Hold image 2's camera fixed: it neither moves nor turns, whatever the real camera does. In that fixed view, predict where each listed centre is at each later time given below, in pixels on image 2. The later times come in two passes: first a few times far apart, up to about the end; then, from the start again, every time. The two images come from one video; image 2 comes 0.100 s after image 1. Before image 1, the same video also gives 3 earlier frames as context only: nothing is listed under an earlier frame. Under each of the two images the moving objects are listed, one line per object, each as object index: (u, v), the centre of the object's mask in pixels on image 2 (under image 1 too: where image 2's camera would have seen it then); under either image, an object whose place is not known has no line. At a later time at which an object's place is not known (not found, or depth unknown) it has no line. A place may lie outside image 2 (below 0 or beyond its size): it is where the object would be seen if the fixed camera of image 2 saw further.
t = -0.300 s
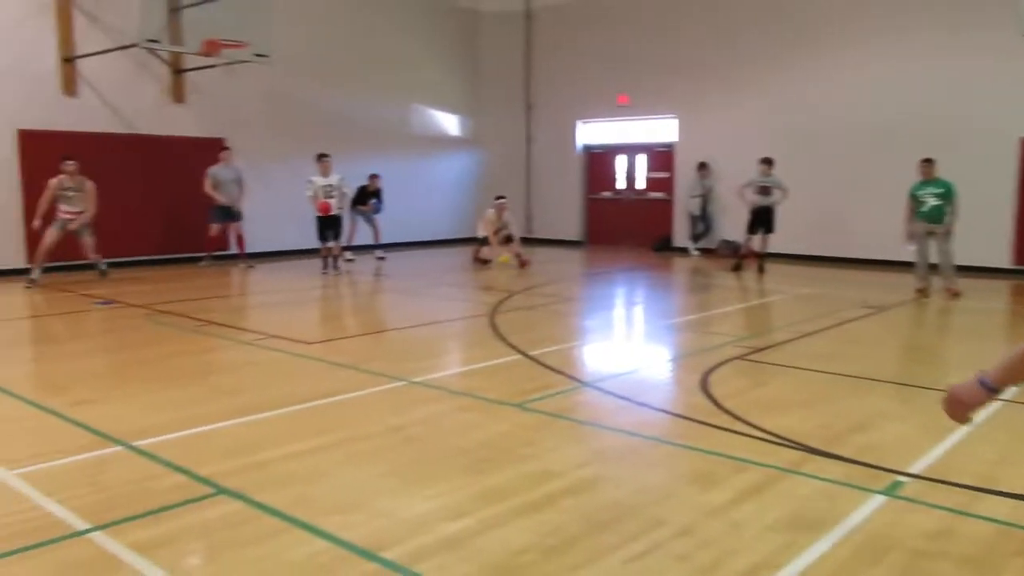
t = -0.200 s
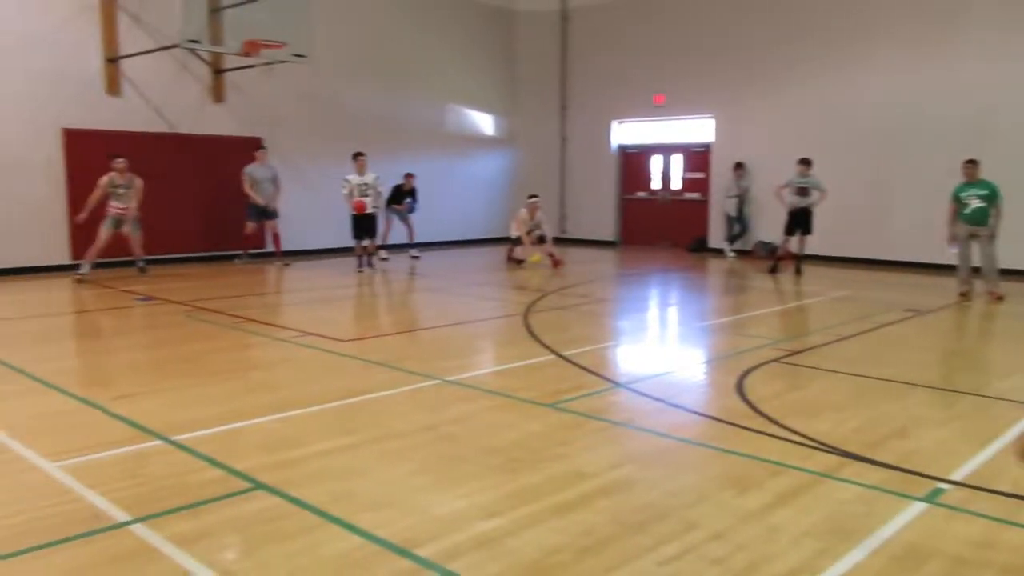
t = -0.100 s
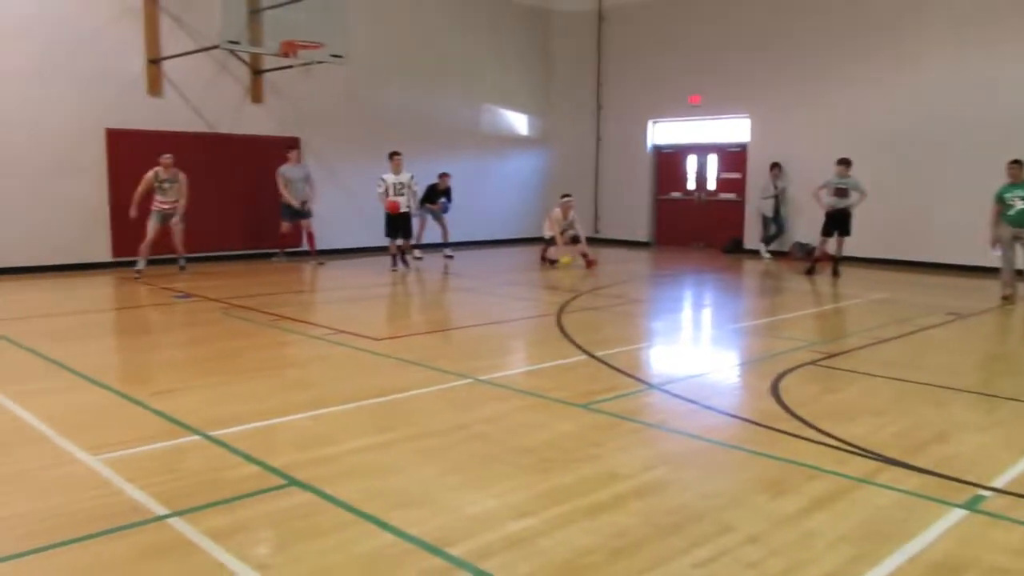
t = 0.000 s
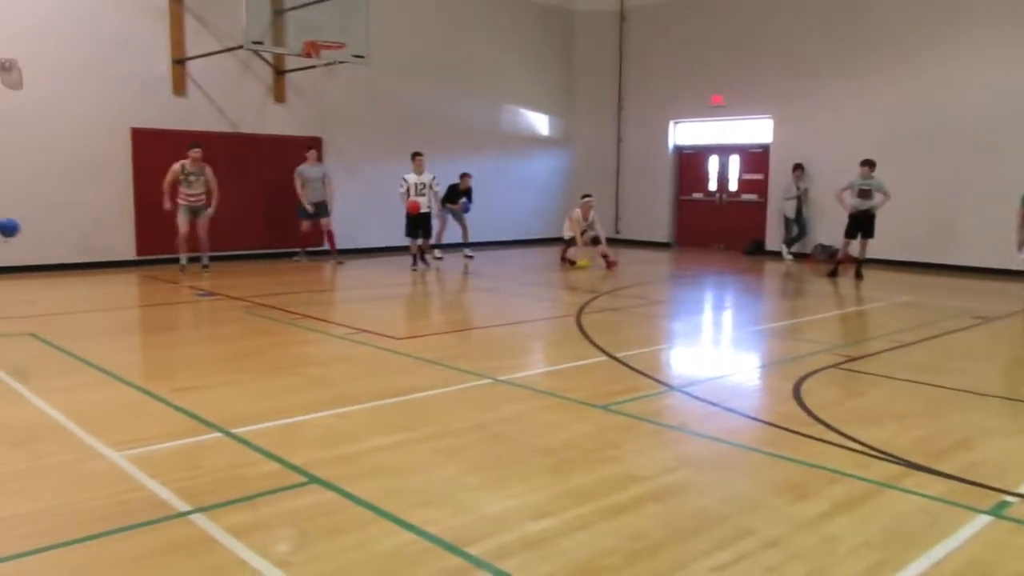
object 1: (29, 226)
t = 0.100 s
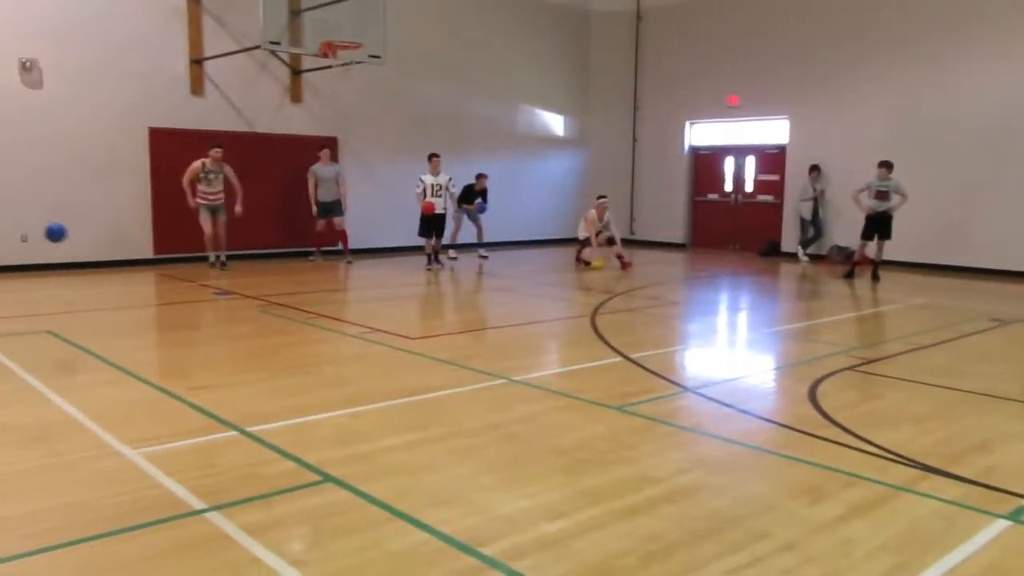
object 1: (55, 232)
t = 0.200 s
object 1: (84, 248)
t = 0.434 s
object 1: (149, 288)
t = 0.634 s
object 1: (201, 274)
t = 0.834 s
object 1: (255, 301)
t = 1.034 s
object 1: (308, 298)
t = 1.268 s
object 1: (371, 306)
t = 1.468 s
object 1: (423, 314)
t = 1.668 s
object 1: (474, 319)
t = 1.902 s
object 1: (534, 322)
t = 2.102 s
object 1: (586, 326)
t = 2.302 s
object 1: (638, 329)
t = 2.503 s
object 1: (691, 332)
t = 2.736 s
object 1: (753, 336)
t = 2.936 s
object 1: (806, 339)
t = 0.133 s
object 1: (65, 237)
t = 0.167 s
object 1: (74, 242)
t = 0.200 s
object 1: (84, 248)
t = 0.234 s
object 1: (94, 256)
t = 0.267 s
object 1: (104, 264)
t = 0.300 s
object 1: (112, 275)
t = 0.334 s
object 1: (123, 287)
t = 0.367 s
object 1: (132, 298)
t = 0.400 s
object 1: (141, 294)
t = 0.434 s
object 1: (149, 288)
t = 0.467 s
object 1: (158, 282)
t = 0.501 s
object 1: (166, 278)
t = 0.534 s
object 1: (175, 275)
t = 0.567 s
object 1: (183, 274)
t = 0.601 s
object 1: (193, 273)
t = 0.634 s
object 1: (201, 274)
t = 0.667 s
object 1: (209, 275)
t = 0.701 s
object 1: (219, 277)
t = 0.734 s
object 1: (227, 282)
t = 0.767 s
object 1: (236, 287)
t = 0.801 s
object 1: (245, 294)
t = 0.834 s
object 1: (255, 301)
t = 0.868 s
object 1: (264, 307)
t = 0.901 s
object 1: (272, 302)
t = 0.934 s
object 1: (281, 299)
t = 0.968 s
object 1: (290, 298)
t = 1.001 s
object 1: (299, 298)
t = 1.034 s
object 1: (308, 298)
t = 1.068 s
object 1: (317, 300)
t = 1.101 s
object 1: (326, 303)
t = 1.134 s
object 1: (335, 307)
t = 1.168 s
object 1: (344, 312)
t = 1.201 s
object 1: (353, 310)
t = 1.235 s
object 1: (362, 308)
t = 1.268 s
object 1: (371, 306)
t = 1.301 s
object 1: (379, 306)
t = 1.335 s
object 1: (388, 307)
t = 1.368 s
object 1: (397, 309)
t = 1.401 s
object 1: (405, 313)
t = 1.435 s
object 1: (414, 316)
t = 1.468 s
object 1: (423, 314)
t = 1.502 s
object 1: (431, 312)
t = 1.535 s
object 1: (440, 312)
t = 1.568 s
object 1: (448, 313)
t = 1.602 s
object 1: (457, 316)
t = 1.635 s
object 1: (465, 319)
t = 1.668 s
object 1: (474, 319)
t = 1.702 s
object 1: (483, 318)
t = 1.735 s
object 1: (491, 319)
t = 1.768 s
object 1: (500, 321)
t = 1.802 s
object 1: (509, 321)
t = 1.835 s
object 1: (517, 322)
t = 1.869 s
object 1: (526, 322)
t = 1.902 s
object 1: (534, 322)
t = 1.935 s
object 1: (543, 323)
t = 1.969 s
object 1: (552, 324)
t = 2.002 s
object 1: (560, 325)
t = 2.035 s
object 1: (569, 325)
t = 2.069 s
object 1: (577, 326)
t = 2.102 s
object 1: (586, 326)
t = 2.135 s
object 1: (595, 327)
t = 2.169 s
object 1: (603, 327)
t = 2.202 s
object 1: (612, 328)
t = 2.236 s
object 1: (621, 328)
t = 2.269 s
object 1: (629, 329)
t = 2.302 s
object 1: (638, 329)
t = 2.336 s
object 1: (647, 330)
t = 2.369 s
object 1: (656, 330)
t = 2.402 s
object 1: (665, 331)
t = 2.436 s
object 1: (674, 331)
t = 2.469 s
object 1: (682, 332)
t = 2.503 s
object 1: (691, 332)
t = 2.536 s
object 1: (699, 333)
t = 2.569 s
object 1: (708, 333)
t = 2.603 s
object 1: (717, 334)
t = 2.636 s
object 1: (726, 334)
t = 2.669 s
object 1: (735, 335)
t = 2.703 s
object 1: (744, 335)
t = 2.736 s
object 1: (753, 336)
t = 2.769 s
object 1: (761, 336)
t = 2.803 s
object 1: (770, 337)
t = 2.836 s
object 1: (779, 337)
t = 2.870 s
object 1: (788, 338)
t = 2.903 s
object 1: (797, 339)
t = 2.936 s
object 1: (806, 339)
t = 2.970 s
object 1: (815, 339)
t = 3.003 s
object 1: (824, 340)
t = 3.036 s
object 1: (833, 341)
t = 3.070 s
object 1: (842, 341)
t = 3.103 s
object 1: (851, 341)
